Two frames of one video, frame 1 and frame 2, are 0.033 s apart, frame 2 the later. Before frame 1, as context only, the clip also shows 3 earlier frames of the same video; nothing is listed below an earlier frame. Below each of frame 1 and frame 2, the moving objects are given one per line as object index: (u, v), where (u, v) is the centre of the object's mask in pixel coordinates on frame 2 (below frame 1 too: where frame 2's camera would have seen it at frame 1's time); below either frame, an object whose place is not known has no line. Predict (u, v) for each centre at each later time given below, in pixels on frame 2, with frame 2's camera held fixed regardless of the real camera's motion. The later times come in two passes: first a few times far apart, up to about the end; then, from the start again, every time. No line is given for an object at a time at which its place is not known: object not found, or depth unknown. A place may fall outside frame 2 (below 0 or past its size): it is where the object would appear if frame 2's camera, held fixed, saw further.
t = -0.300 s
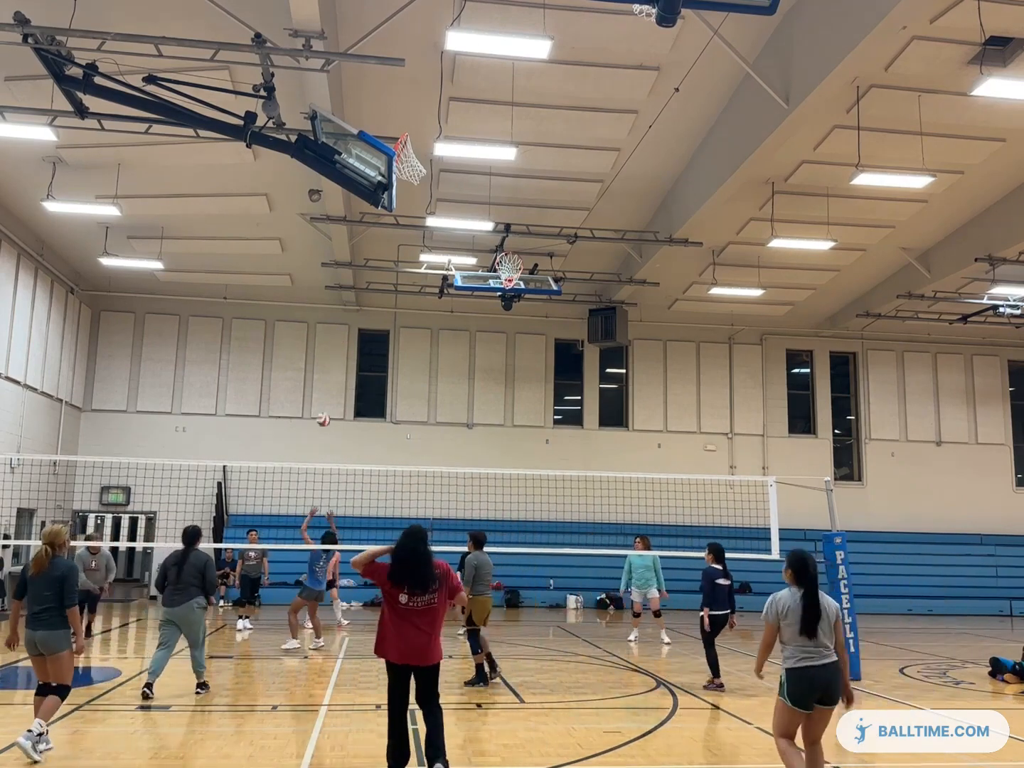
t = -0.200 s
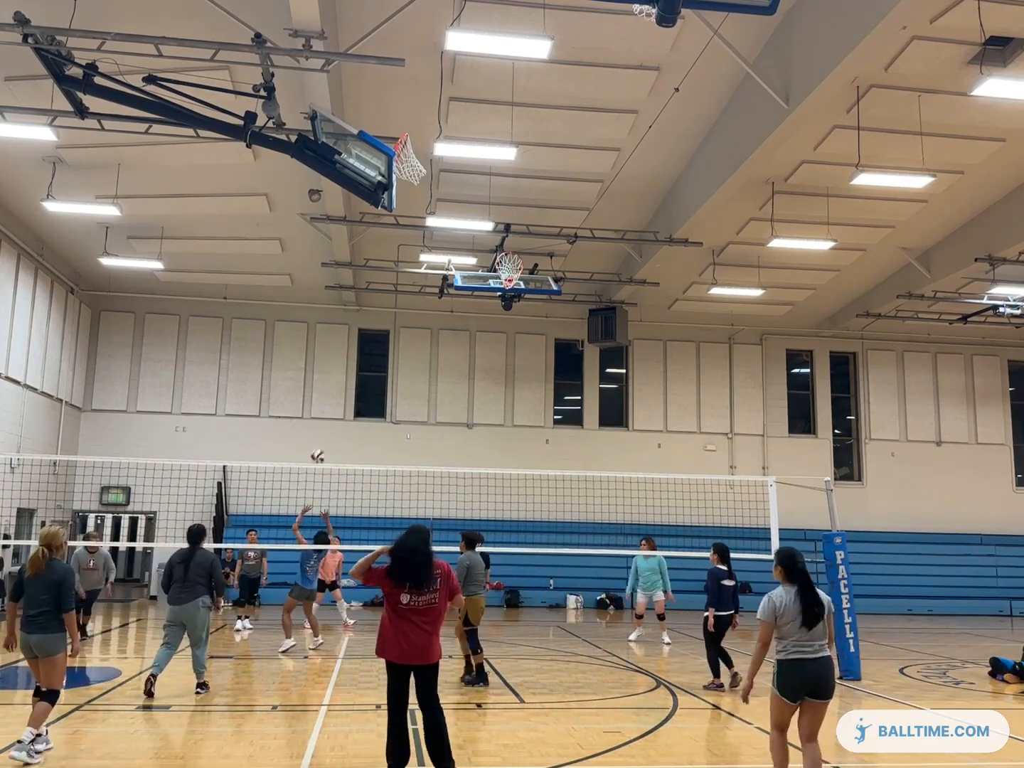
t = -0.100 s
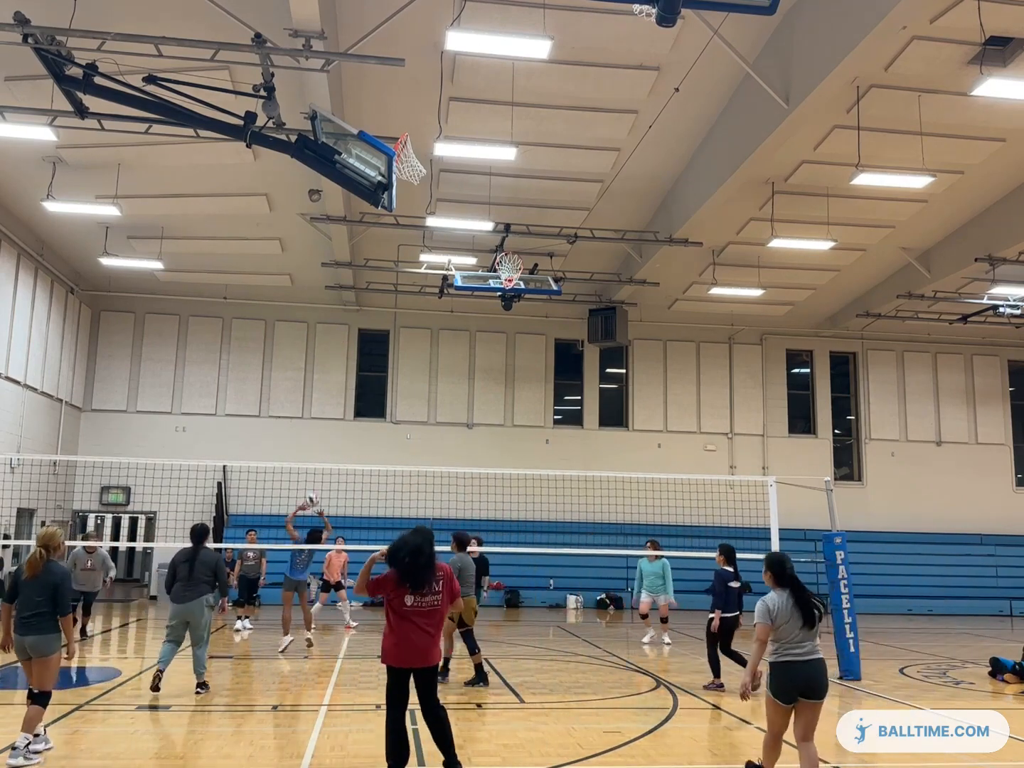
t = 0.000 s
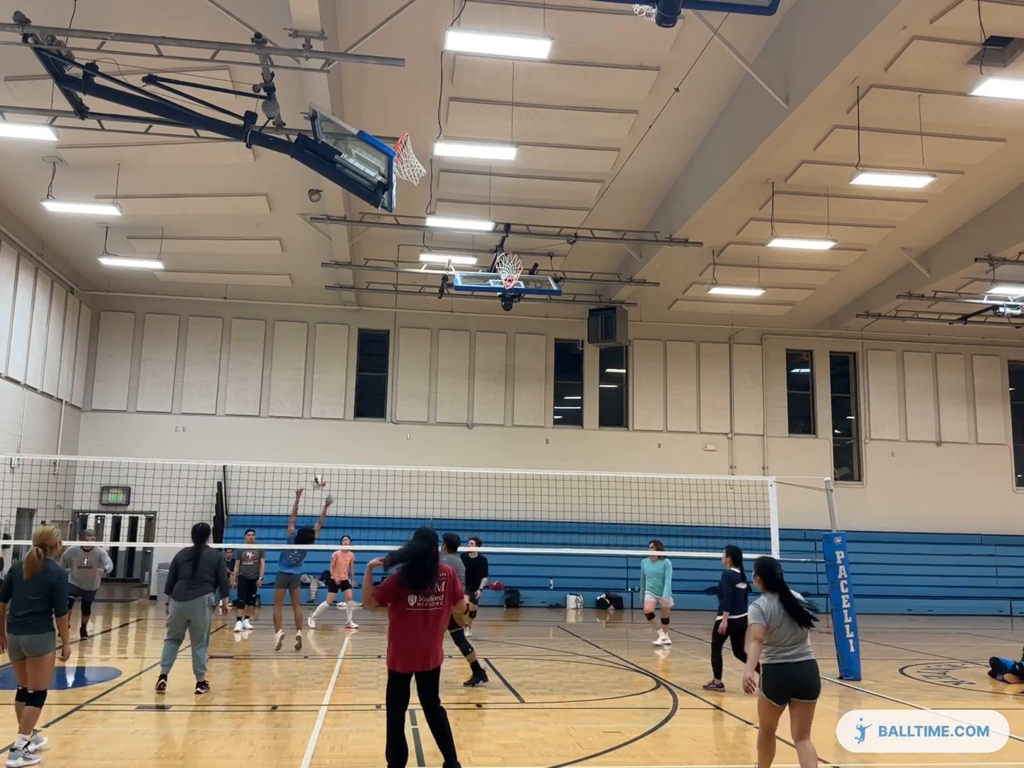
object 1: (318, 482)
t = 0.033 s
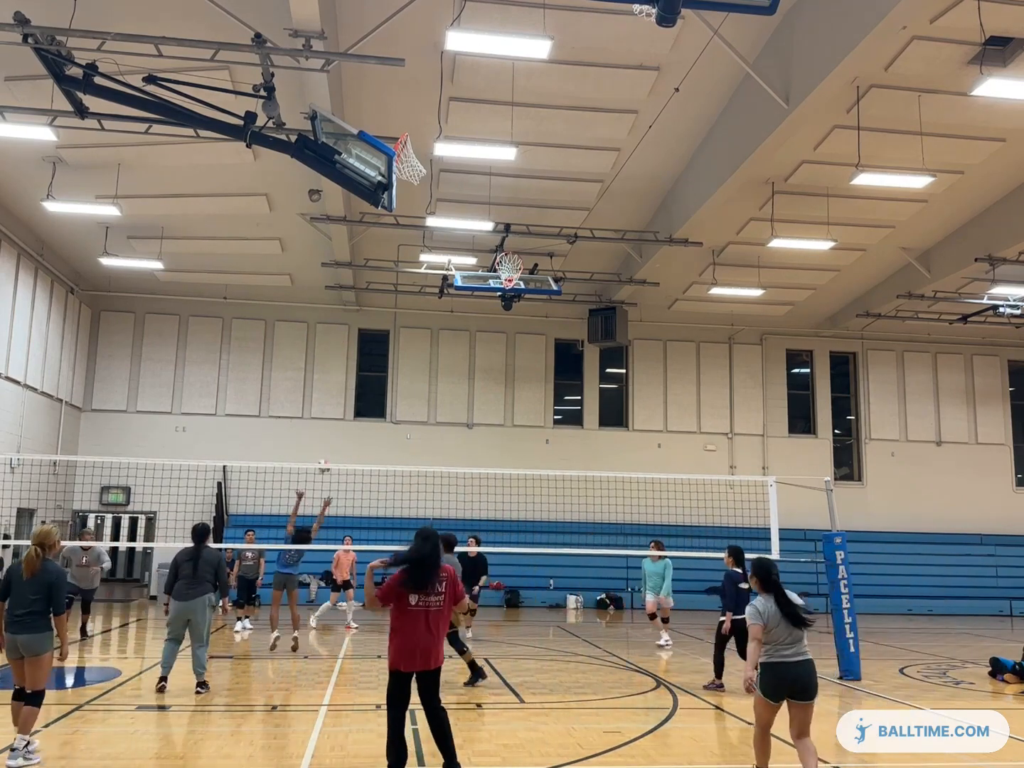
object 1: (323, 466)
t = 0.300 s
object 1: (358, 373)
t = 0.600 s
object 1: (392, 328)
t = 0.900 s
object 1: (424, 342)
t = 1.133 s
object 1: (447, 395)
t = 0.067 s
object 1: (328, 452)
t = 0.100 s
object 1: (332, 437)
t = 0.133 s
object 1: (336, 424)
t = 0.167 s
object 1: (340, 412)
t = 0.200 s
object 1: (345, 401)
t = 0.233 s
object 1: (349, 391)
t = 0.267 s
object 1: (353, 382)
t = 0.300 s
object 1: (358, 373)
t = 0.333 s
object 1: (361, 365)
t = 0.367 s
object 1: (365, 358)
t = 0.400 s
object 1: (369, 351)
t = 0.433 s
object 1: (373, 345)
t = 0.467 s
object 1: (377, 341)
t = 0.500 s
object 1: (381, 336)
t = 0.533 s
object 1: (385, 333)
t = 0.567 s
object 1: (388, 330)
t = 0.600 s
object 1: (392, 328)
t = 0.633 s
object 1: (396, 327)
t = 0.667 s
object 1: (399, 327)
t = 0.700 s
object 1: (403, 326)
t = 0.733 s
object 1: (406, 328)
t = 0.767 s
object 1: (410, 329)
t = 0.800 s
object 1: (414, 331)
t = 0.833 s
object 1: (417, 334)
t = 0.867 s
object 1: (421, 337)
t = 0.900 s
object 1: (424, 342)
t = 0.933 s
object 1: (428, 348)
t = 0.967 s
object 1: (431, 354)
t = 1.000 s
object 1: (434, 361)
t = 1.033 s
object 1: (438, 368)
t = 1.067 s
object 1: (441, 376)
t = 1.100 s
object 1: (444, 386)
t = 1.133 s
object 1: (447, 395)
